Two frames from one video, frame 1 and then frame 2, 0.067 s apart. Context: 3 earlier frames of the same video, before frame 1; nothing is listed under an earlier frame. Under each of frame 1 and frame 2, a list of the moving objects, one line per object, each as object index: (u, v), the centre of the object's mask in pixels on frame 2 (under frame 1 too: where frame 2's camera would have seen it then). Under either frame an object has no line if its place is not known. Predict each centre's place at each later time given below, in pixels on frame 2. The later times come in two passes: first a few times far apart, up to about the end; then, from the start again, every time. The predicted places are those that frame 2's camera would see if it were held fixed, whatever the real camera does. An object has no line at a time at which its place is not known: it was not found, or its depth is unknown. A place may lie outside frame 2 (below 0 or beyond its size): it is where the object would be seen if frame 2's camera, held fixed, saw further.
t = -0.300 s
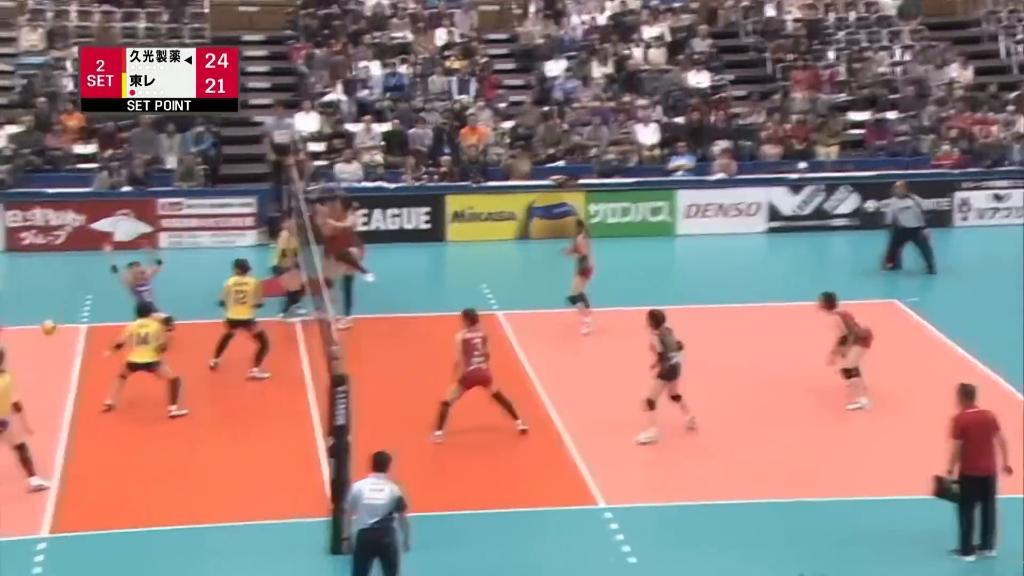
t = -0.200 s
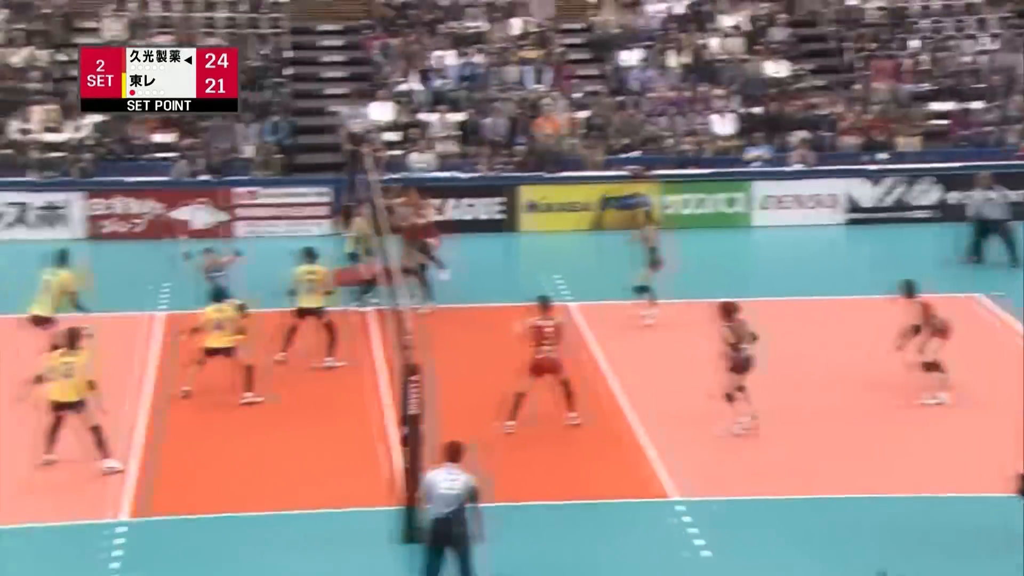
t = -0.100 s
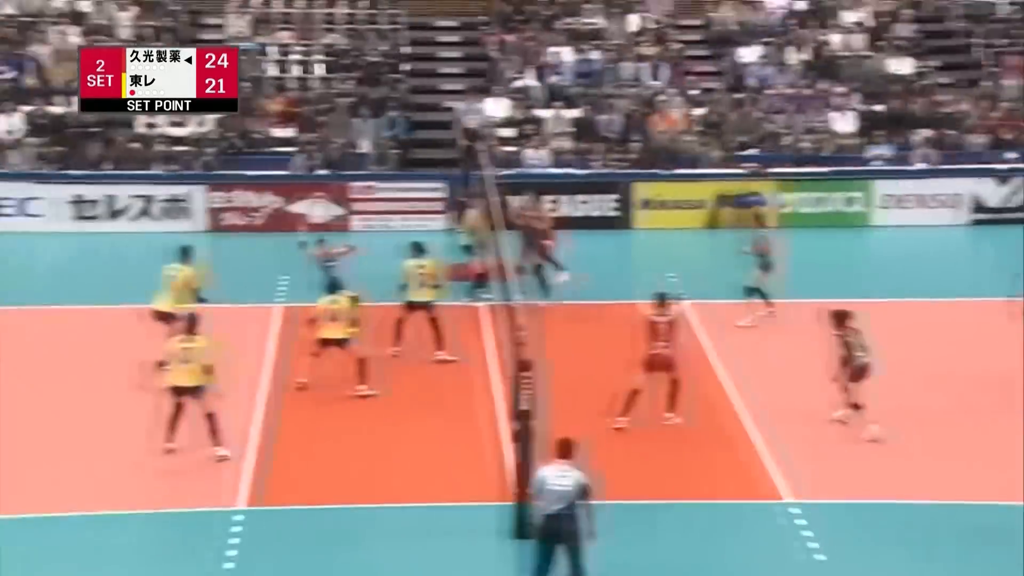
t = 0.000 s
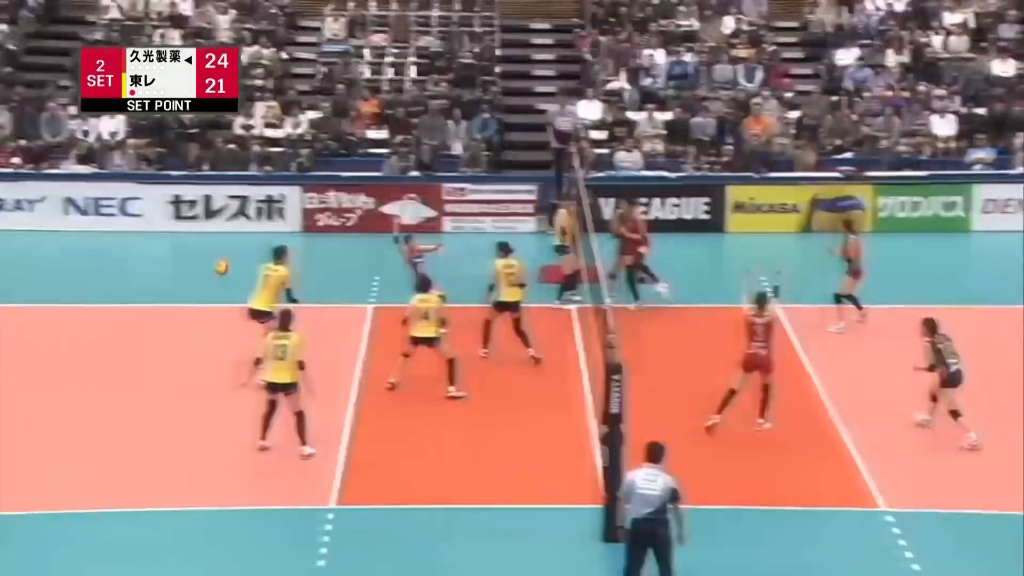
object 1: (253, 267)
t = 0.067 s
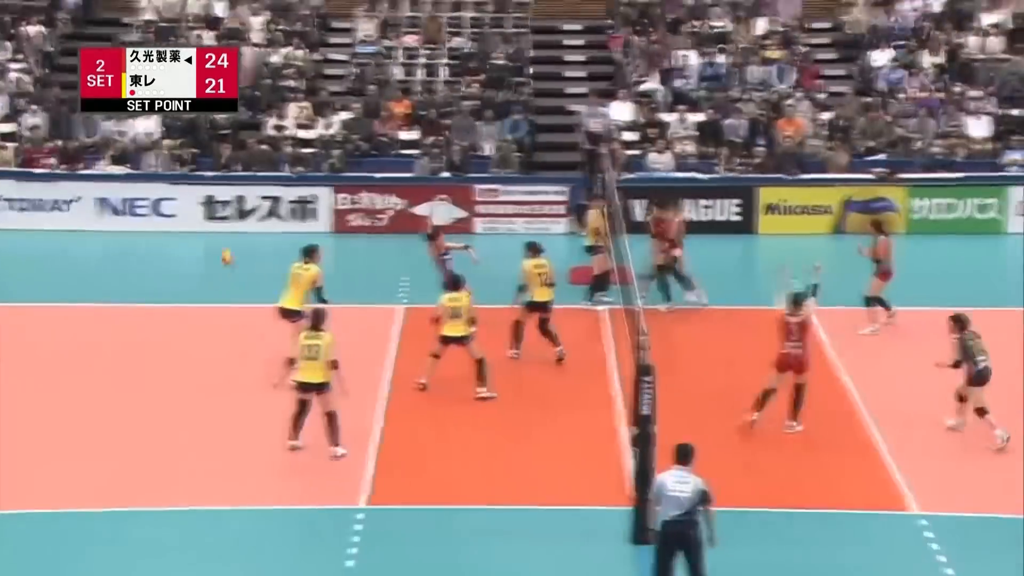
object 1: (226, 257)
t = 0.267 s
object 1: (149, 246)
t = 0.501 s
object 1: (60, 269)
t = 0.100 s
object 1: (213, 252)
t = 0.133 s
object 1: (200, 250)
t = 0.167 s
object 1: (187, 248)
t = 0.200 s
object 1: (172, 246)
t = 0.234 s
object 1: (161, 245)
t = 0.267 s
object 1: (149, 246)
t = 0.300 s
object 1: (136, 247)
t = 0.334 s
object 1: (123, 248)
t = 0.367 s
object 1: (110, 251)
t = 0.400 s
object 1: (97, 254)
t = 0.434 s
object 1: (86, 258)
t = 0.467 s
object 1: (73, 264)
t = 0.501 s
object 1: (60, 269)
